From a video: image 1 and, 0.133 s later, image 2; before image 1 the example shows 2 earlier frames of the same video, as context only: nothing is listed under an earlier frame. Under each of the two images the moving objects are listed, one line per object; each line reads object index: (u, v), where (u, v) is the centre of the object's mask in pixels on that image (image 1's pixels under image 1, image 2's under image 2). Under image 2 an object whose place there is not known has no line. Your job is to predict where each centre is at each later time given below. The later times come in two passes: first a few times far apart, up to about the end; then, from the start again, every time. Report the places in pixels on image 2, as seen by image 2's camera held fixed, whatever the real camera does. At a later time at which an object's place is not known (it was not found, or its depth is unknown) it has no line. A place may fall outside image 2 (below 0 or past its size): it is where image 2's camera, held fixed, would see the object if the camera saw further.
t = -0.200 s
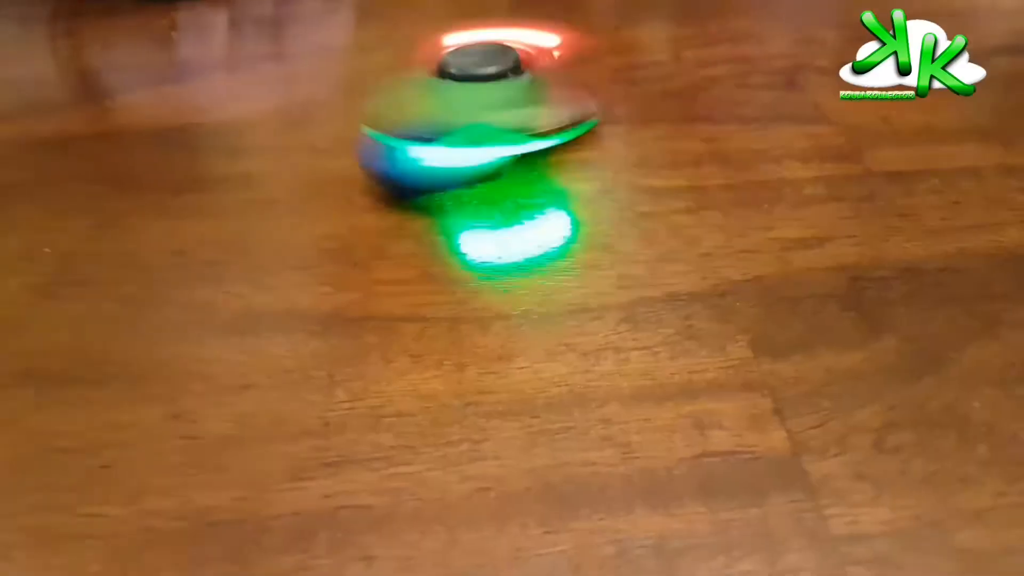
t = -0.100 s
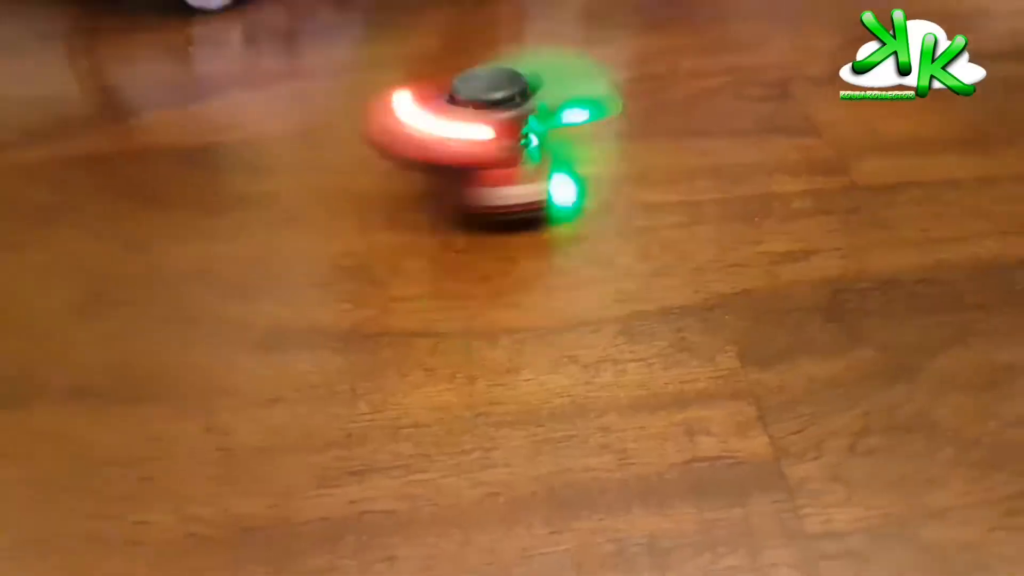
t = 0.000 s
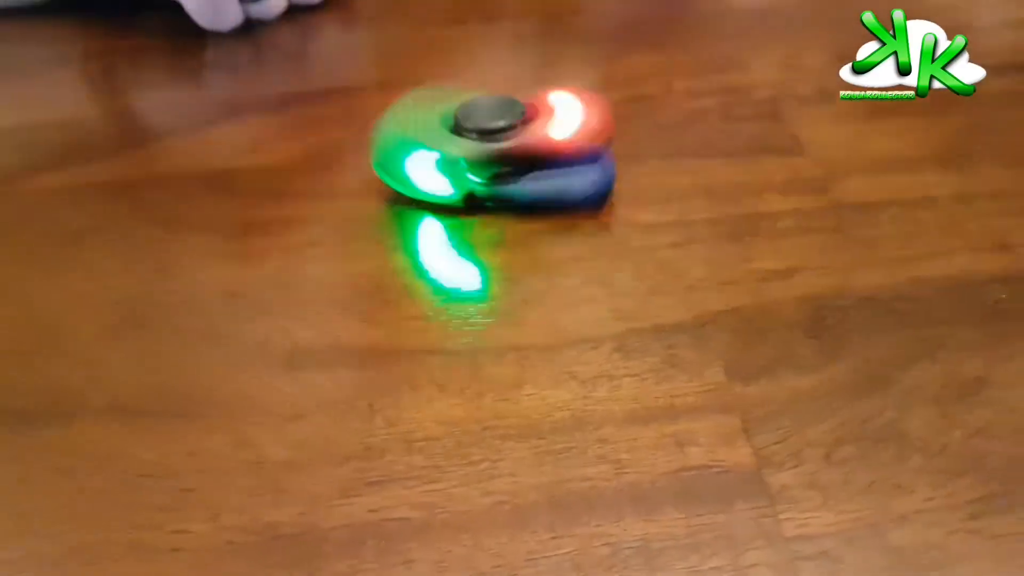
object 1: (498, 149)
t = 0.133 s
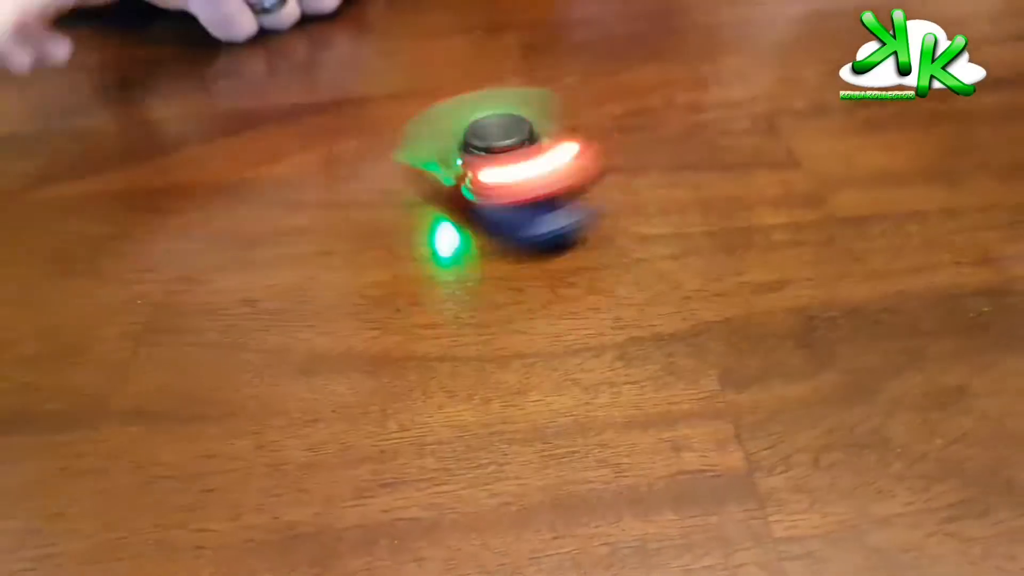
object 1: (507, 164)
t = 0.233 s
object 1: (513, 164)
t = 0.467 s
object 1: (512, 163)
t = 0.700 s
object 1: (504, 164)
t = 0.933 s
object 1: (511, 168)
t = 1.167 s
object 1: (501, 176)
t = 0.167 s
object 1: (502, 164)
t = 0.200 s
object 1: (510, 169)
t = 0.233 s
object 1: (513, 164)
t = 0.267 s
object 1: (498, 170)
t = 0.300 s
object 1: (508, 167)
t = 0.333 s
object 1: (492, 170)
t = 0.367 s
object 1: (504, 168)
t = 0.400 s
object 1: (493, 166)
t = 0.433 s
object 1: (506, 164)
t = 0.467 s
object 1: (512, 163)
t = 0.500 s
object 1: (505, 168)
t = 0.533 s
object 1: (510, 167)
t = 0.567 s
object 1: (495, 167)
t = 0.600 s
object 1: (505, 168)
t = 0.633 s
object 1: (496, 165)
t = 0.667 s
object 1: (501, 164)
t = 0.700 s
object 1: (504, 164)
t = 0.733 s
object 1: (499, 169)
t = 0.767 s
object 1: (507, 169)
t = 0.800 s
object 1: (496, 166)
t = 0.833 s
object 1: (501, 169)
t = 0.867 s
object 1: (500, 164)
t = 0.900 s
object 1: (497, 165)
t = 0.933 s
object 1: (511, 168)
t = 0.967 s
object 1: (503, 165)
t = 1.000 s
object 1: (500, 171)
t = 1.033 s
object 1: (500, 166)
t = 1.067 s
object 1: (495, 169)
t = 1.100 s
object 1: (508, 167)
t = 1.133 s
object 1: (496, 168)
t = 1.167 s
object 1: (501, 176)
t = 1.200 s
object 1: (504, 166)
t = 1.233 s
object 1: (491, 170)
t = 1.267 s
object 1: (504, 165)
